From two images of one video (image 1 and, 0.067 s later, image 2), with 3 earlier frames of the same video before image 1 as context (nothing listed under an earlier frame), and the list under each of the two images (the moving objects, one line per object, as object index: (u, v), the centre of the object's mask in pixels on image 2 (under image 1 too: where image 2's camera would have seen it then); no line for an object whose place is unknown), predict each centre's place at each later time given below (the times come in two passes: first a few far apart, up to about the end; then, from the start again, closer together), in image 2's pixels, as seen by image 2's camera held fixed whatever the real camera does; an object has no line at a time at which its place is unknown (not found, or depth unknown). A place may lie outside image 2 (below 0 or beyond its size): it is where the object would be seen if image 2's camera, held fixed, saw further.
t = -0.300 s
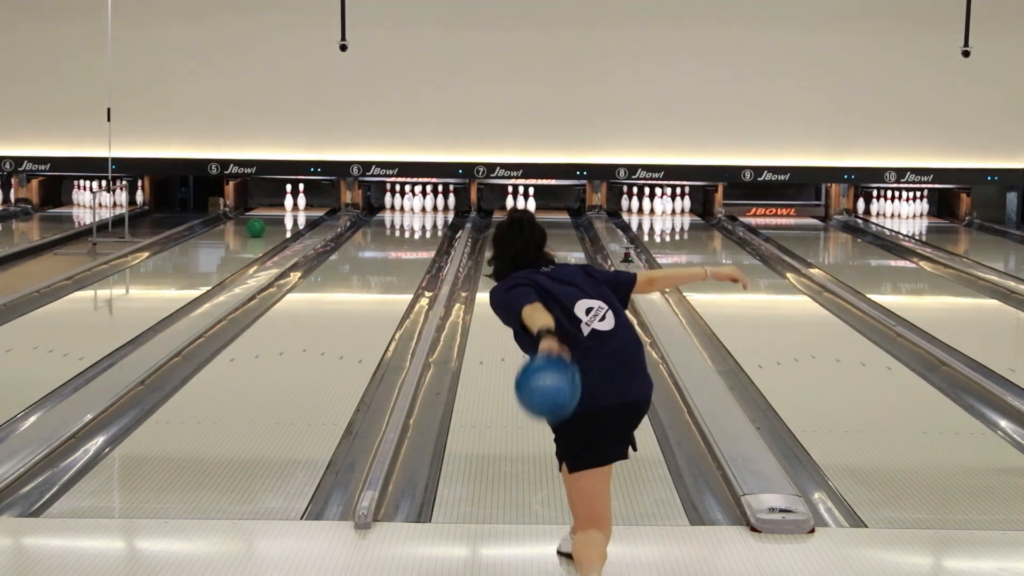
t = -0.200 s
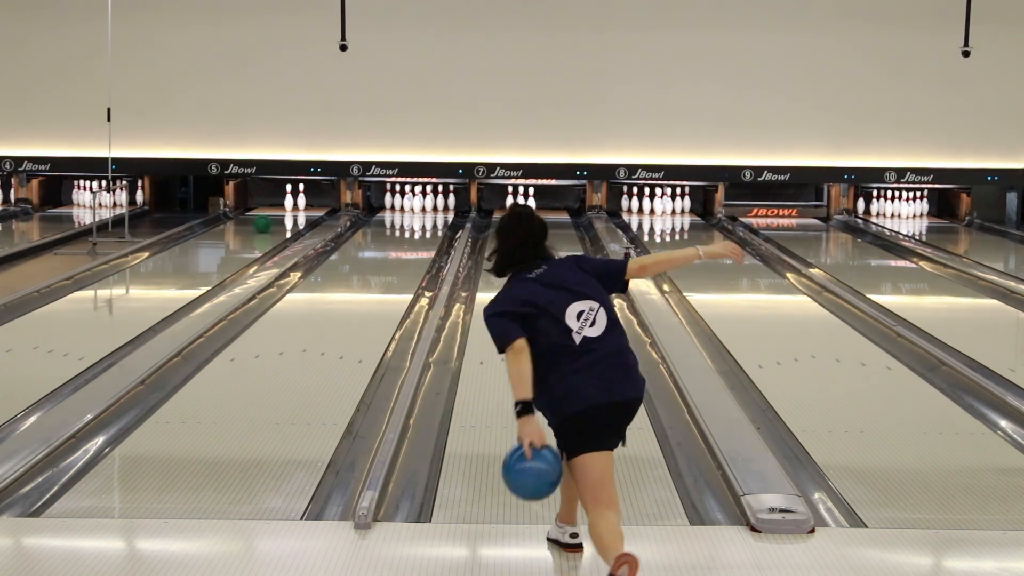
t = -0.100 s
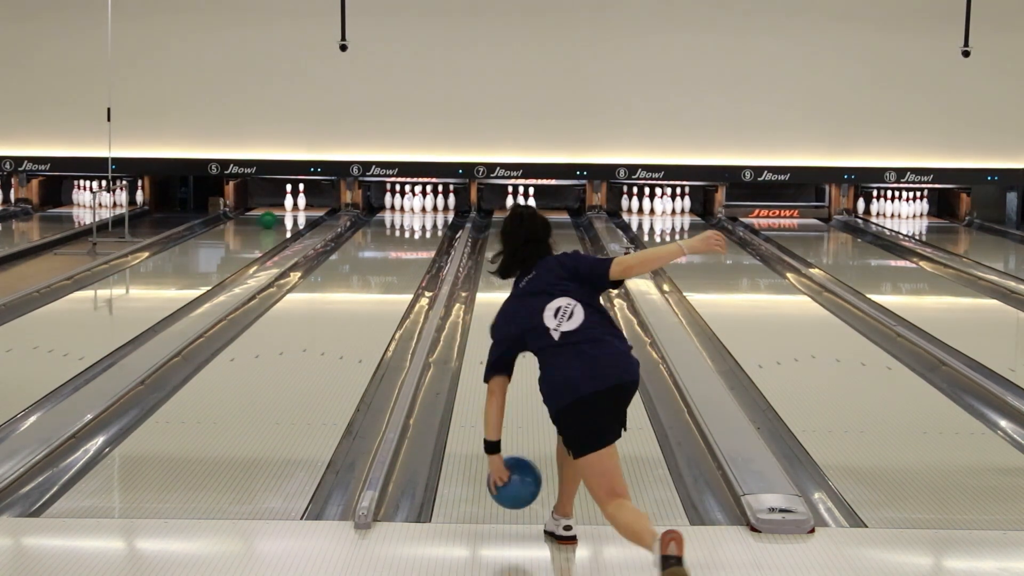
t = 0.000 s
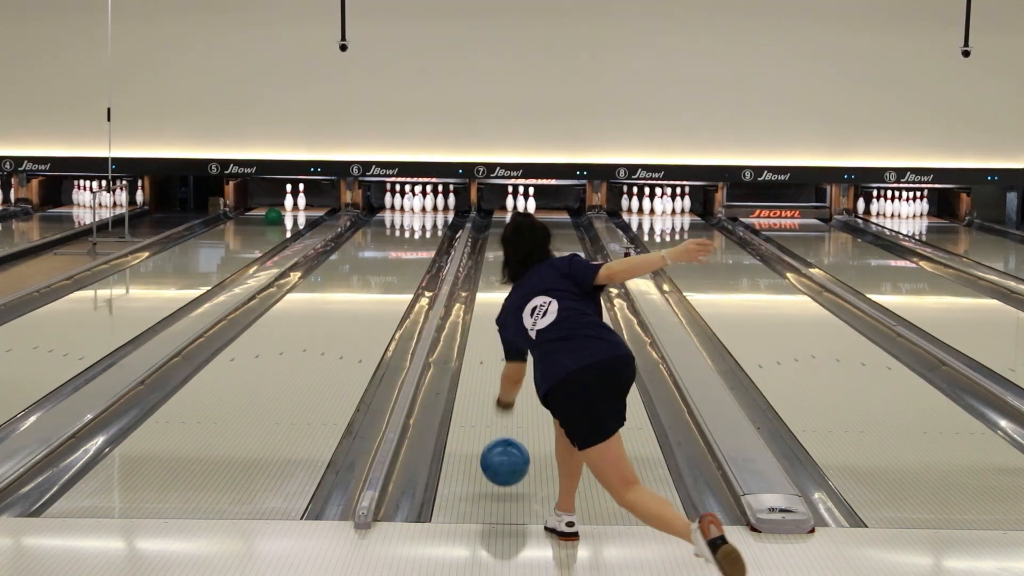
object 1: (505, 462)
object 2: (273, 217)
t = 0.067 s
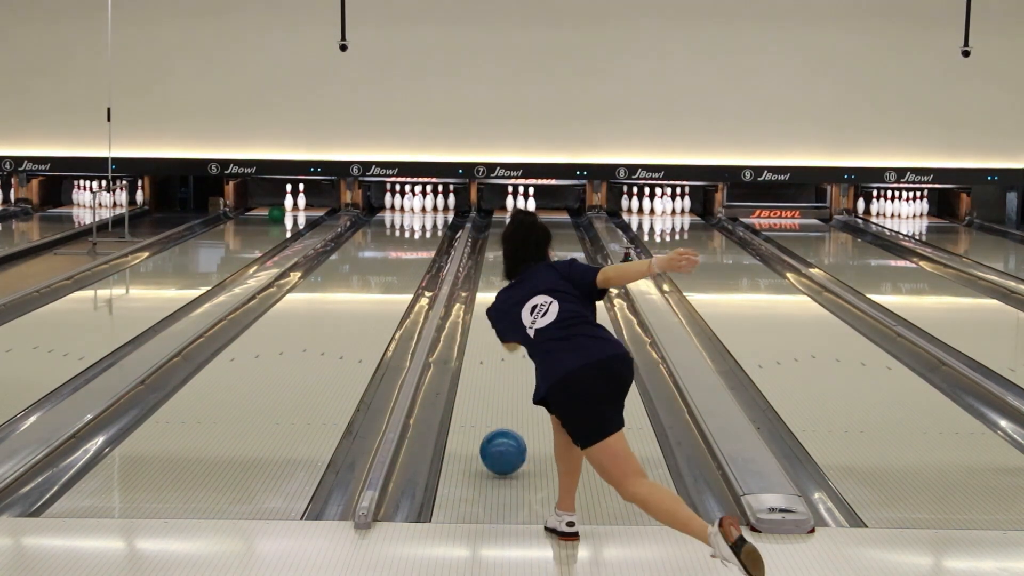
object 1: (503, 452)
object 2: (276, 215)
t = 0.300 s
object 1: (499, 394)
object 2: (287, 206)
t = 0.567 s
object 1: (497, 346)
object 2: (291, 202)
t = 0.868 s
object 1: (496, 309)
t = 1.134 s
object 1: (496, 284)
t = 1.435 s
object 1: (498, 262)
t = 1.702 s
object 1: (500, 248)
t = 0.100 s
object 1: (503, 444)
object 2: (277, 213)
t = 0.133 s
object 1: (502, 435)
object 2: (279, 212)
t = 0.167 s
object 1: (501, 426)
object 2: (281, 211)
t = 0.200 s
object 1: (501, 417)
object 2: (282, 210)
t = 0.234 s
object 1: (500, 409)
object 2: (283, 209)
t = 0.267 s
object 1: (499, 401)
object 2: (285, 208)
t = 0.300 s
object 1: (499, 394)
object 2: (287, 206)
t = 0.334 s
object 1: (499, 387)
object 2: (288, 205)
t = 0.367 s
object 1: (498, 380)
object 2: (289, 204)
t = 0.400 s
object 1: (498, 374)
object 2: (290, 204)
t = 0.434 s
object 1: (497, 368)
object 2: (291, 203)
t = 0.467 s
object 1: (497, 362)
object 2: (292, 203)
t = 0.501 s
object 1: (497, 356)
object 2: (292, 202)
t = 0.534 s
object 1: (497, 351)
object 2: (292, 202)
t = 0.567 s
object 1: (497, 346)
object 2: (291, 202)
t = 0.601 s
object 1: (497, 341)
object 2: (290, 202)
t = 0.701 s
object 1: (487, 327)
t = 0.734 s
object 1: (489, 324)
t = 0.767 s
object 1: (491, 320)
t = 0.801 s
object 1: (493, 316)
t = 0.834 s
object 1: (495, 312)
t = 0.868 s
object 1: (496, 309)
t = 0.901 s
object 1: (496, 305)
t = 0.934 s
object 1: (496, 302)
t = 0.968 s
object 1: (496, 299)
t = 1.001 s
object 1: (496, 295)
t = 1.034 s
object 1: (496, 292)
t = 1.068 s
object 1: (496, 289)
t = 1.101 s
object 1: (496, 286)
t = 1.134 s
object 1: (496, 284)
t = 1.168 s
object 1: (496, 281)
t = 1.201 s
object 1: (496, 279)
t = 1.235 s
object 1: (497, 276)
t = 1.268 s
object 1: (497, 274)
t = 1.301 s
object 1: (497, 271)
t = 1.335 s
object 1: (497, 269)
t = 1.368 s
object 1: (498, 267)
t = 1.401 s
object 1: (498, 264)
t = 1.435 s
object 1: (498, 262)
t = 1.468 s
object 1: (498, 261)
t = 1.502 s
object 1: (499, 258)
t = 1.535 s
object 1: (498, 256)
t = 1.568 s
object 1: (496, 254)
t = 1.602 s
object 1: (494, 251)
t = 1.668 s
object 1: (501, 254)
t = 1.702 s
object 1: (500, 248)
